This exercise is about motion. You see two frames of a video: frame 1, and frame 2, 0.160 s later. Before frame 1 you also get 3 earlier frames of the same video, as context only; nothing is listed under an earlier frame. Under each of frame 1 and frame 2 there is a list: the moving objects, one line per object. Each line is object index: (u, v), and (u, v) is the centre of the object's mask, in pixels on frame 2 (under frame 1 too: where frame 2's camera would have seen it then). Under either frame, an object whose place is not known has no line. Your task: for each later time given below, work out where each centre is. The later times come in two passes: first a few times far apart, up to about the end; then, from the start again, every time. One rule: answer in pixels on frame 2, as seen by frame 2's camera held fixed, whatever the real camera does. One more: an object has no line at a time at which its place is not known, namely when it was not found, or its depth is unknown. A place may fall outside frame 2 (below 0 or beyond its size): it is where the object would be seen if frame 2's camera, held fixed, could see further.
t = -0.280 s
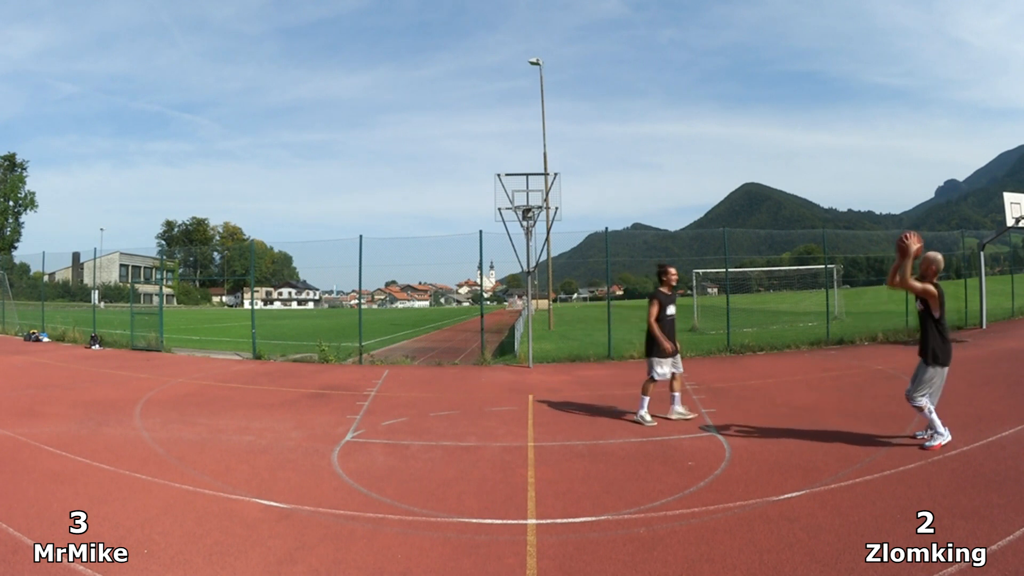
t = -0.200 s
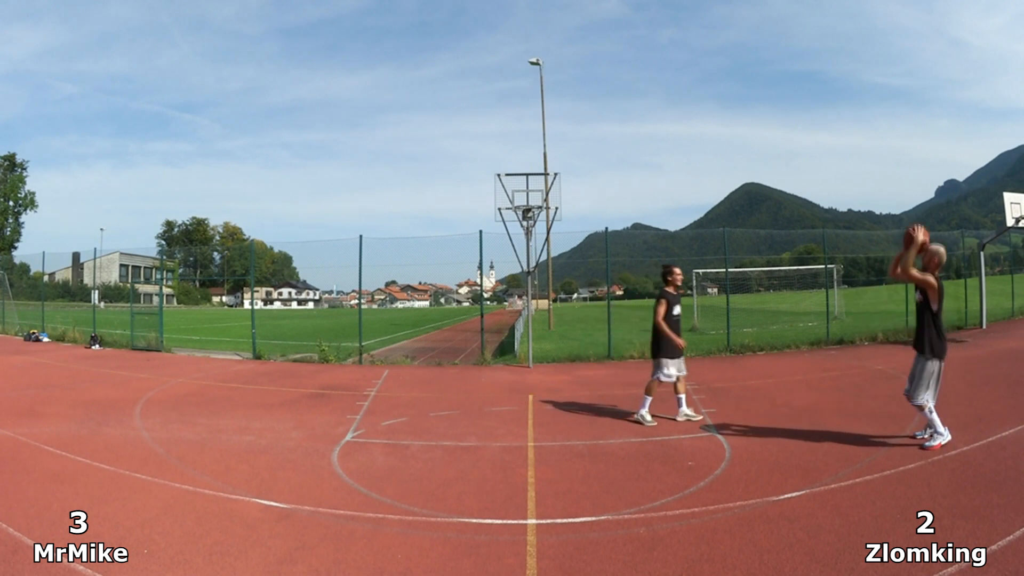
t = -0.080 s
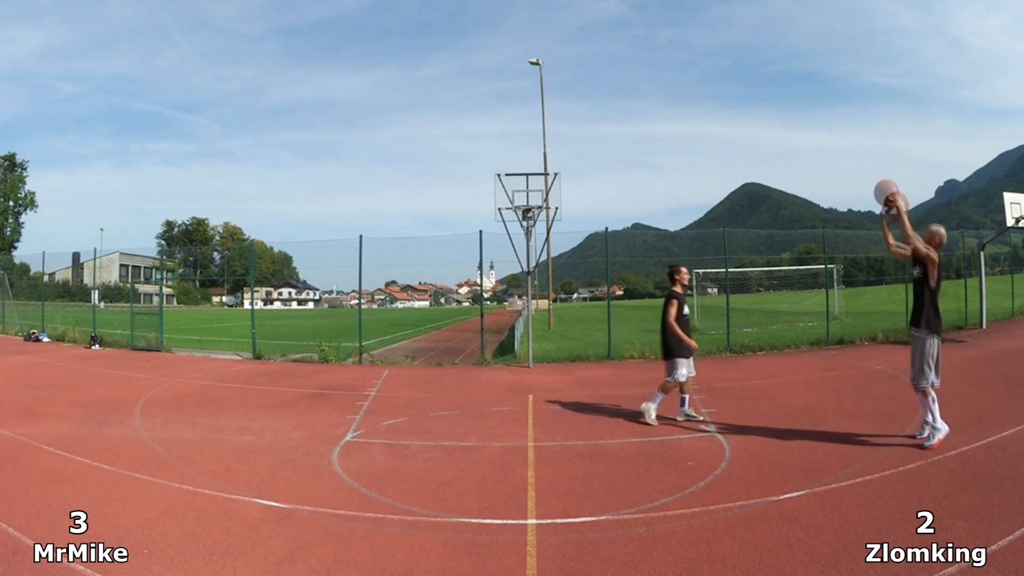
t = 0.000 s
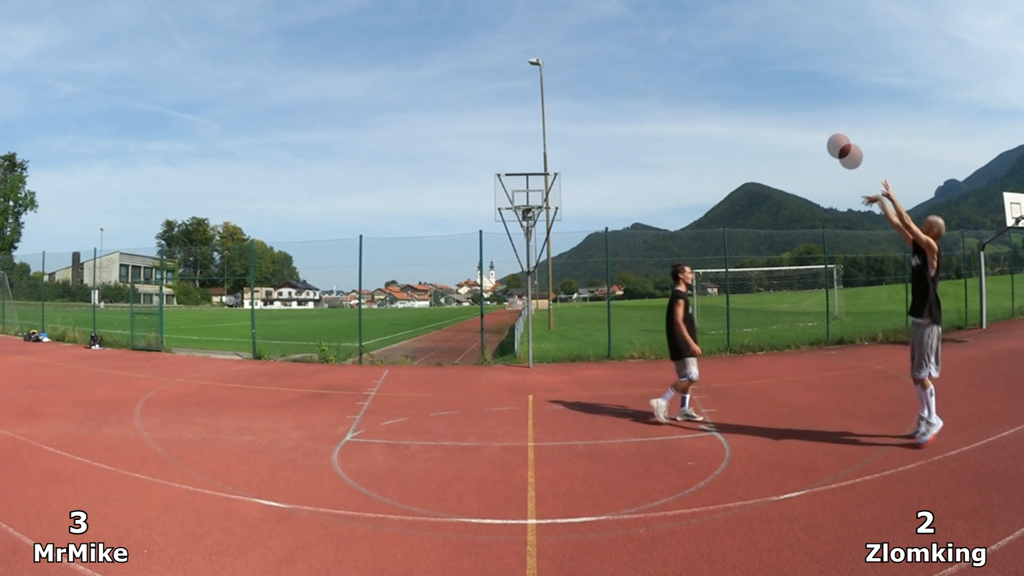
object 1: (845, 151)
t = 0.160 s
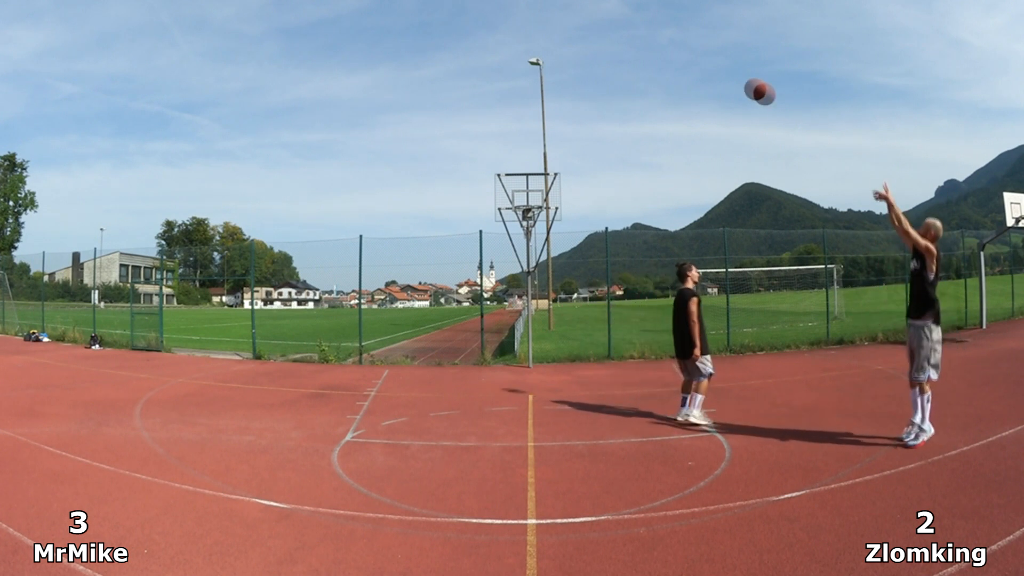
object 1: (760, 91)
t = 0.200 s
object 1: (742, 83)
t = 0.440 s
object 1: (655, 66)
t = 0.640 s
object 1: (603, 84)
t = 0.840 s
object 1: (563, 122)
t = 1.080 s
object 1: (524, 187)
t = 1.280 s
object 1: (534, 184)
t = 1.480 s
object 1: (553, 172)
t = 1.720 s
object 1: (578, 183)
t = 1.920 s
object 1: (600, 218)
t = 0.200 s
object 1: (742, 83)
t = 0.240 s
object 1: (725, 76)
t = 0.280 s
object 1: (709, 71)
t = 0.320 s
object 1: (694, 68)
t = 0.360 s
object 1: (680, 66)
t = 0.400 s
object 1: (667, 65)
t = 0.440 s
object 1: (655, 66)
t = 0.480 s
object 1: (643, 67)
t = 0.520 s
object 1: (632, 70)
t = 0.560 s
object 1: (622, 74)
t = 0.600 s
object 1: (613, 78)
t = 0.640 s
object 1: (603, 84)
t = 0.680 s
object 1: (595, 90)
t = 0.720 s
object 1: (586, 96)
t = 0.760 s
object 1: (578, 104)
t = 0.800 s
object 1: (571, 112)
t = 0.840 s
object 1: (563, 122)
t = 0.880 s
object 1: (556, 131)
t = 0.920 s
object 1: (549, 141)
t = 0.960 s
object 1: (543, 152)
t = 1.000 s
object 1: (536, 163)
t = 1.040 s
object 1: (530, 175)
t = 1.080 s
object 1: (524, 187)
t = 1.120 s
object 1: (519, 198)
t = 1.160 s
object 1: (521, 197)
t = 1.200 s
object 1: (525, 191)
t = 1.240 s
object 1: (530, 187)
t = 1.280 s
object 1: (534, 184)
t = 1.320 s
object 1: (538, 181)
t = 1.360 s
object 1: (542, 178)
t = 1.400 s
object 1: (546, 175)
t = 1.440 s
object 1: (550, 173)
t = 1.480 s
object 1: (553, 172)
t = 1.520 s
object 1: (557, 171)
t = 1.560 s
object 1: (561, 172)
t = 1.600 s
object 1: (565, 173)
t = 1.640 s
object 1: (569, 175)
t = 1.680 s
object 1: (573, 179)
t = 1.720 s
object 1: (578, 183)
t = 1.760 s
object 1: (582, 188)
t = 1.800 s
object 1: (586, 194)
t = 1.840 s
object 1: (591, 201)
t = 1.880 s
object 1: (596, 209)
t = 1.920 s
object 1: (600, 218)
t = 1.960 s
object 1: (605, 227)
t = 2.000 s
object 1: (610, 239)
